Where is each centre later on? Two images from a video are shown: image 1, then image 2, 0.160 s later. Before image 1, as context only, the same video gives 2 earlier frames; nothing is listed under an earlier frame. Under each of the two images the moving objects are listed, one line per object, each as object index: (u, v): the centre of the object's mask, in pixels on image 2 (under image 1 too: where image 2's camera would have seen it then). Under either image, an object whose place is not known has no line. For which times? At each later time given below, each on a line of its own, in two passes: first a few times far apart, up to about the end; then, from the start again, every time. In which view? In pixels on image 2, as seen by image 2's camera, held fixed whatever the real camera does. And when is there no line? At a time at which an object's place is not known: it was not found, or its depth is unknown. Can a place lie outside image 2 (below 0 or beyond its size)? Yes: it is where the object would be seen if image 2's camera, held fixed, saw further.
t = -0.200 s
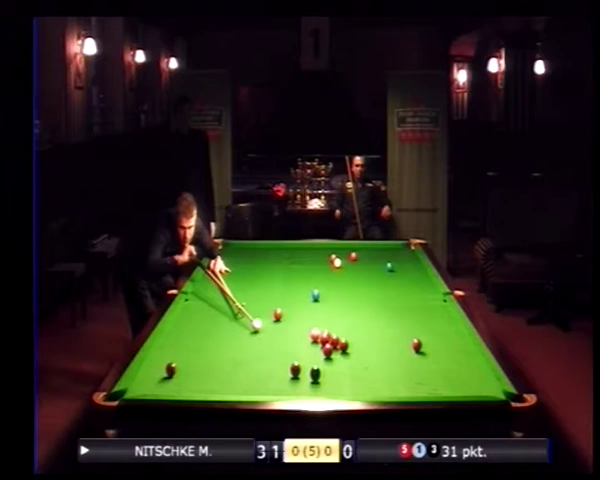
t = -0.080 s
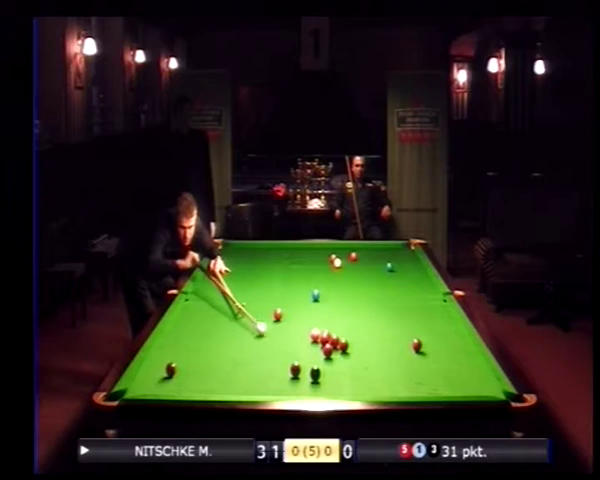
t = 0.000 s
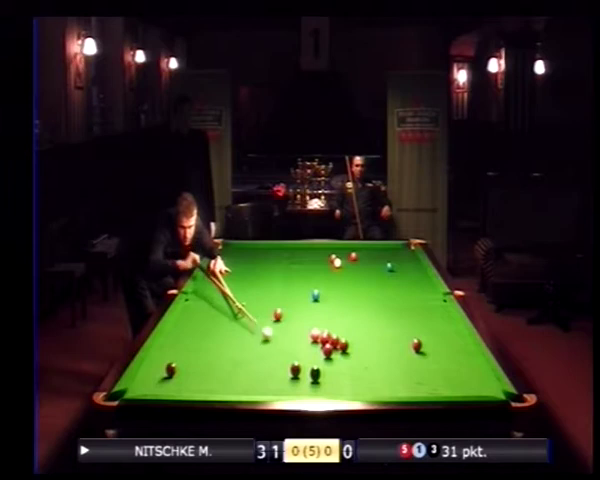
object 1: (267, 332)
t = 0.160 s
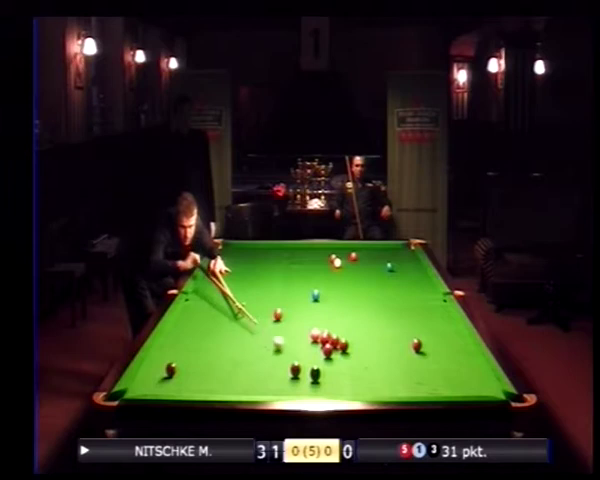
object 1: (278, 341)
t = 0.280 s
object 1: (287, 349)
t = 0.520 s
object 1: (306, 365)
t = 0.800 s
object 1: (315, 373)
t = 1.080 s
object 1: (321, 376)
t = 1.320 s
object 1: (326, 381)
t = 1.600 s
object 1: (331, 384)
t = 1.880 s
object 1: (336, 386)
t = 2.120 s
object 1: (339, 388)
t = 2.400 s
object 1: (342, 389)
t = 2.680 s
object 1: (345, 390)
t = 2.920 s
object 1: (347, 390)
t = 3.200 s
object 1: (348, 391)
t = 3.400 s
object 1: (348, 391)
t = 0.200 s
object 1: (281, 344)
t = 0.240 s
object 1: (284, 346)
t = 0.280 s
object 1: (287, 349)
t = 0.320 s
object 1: (290, 352)
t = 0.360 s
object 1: (294, 354)
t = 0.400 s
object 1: (297, 356)
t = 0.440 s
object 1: (301, 358)
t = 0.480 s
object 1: (304, 362)
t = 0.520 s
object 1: (306, 365)
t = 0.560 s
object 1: (309, 367)
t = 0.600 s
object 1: (310, 368)
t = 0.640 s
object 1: (312, 370)
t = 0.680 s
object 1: (313, 371)
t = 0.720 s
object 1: (314, 371)
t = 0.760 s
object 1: (314, 372)
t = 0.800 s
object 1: (315, 373)
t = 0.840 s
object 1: (316, 373)
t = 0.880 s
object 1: (317, 374)
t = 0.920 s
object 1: (318, 375)
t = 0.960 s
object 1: (319, 375)
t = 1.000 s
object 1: (320, 375)
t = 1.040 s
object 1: (321, 376)
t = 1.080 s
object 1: (321, 376)
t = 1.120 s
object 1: (322, 377)
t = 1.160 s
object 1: (323, 378)
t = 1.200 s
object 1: (324, 378)
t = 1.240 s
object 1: (325, 379)
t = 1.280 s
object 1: (325, 380)
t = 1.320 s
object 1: (326, 381)
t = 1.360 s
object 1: (327, 381)
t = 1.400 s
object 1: (328, 382)
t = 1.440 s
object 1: (328, 382)
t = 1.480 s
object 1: (329, 382)
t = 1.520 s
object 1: (330, 383)
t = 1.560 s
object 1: (331, 383)
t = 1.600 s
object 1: (331, 384)
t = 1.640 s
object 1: (332, 384)
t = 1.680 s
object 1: (333, 385)
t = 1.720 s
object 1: (334, 385)
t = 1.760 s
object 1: (334, 385)
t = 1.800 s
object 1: (335, 386)
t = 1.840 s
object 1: (335, 386)
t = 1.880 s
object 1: (336, 386)
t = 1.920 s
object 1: (336, 387)
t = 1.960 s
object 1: (337, 387)
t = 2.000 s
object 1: (338, 387)
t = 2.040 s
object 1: (338, 387)
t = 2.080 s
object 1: (339, 388)
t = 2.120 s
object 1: (339, 388)
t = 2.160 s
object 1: (340, 388)
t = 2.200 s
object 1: (340, 388)
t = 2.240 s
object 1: (341, 388)
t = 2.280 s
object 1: (341, 389)
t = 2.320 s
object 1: (341, 389)
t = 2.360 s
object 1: (342, 389)
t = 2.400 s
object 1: (342, 389)
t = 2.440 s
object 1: (343, 389)
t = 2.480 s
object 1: (343, 389)
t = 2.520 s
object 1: (343, 389)
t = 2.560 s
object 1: (344, 389)
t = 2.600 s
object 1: (344, 389)
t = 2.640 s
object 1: (344, 390)
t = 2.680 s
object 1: (345, 390)
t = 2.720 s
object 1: (345, 390)
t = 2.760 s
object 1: (346, 390)
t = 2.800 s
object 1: (346, 390)
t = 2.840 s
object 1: (346, 390)
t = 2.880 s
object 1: (346, 391)
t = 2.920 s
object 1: (347, 390)
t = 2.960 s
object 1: (347, 391)
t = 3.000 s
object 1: (347, 390)
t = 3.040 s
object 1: (347, 390)
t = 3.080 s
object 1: (347, 390)
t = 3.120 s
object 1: (348, 391)
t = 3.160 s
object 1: (348, 391)
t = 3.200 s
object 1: (348, 391)
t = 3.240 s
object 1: (348, 391)
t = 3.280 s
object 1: (348, 391)
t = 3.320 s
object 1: (348, 391)
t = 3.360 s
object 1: (349, 391)
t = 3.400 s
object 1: (348, 391)
